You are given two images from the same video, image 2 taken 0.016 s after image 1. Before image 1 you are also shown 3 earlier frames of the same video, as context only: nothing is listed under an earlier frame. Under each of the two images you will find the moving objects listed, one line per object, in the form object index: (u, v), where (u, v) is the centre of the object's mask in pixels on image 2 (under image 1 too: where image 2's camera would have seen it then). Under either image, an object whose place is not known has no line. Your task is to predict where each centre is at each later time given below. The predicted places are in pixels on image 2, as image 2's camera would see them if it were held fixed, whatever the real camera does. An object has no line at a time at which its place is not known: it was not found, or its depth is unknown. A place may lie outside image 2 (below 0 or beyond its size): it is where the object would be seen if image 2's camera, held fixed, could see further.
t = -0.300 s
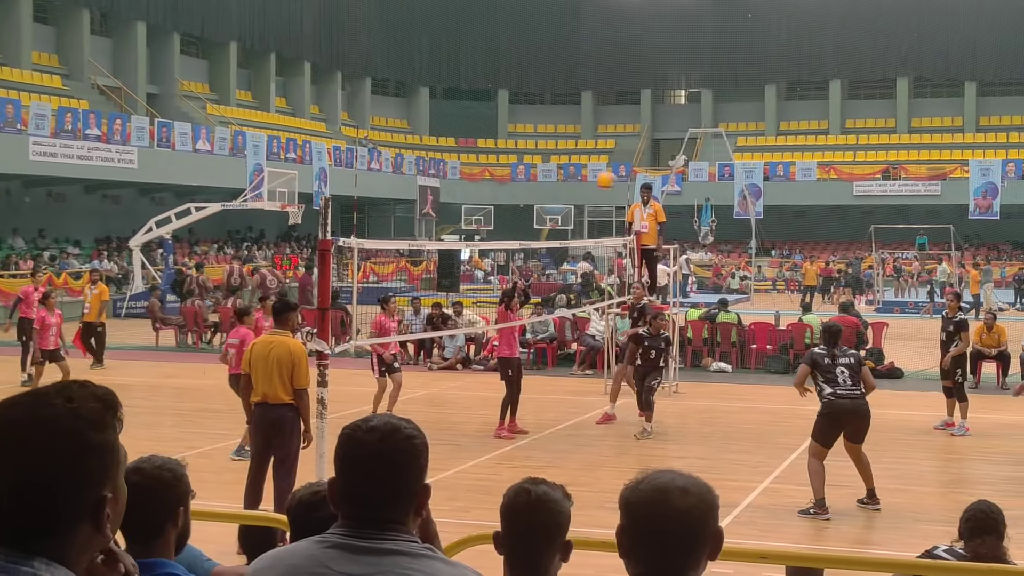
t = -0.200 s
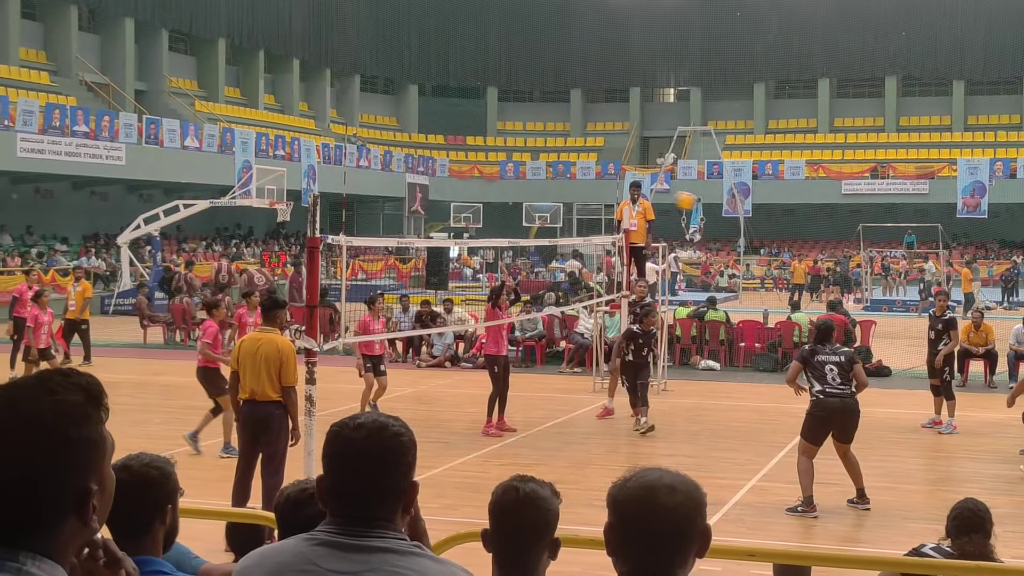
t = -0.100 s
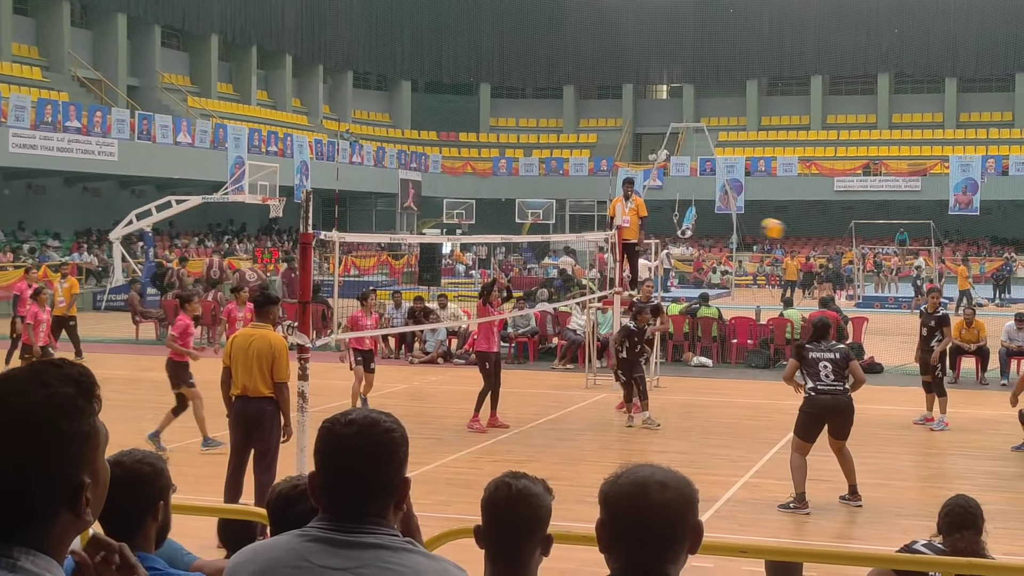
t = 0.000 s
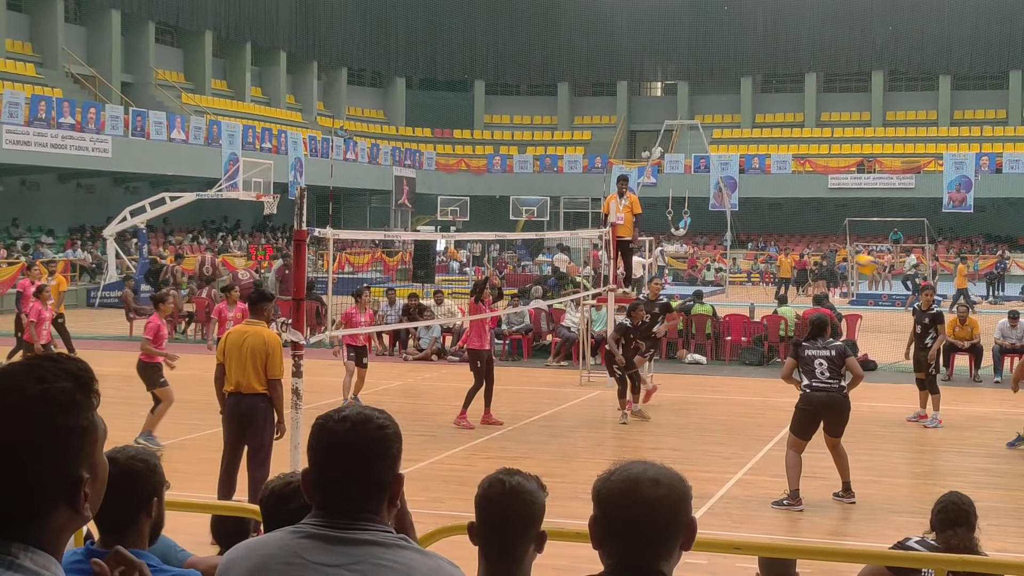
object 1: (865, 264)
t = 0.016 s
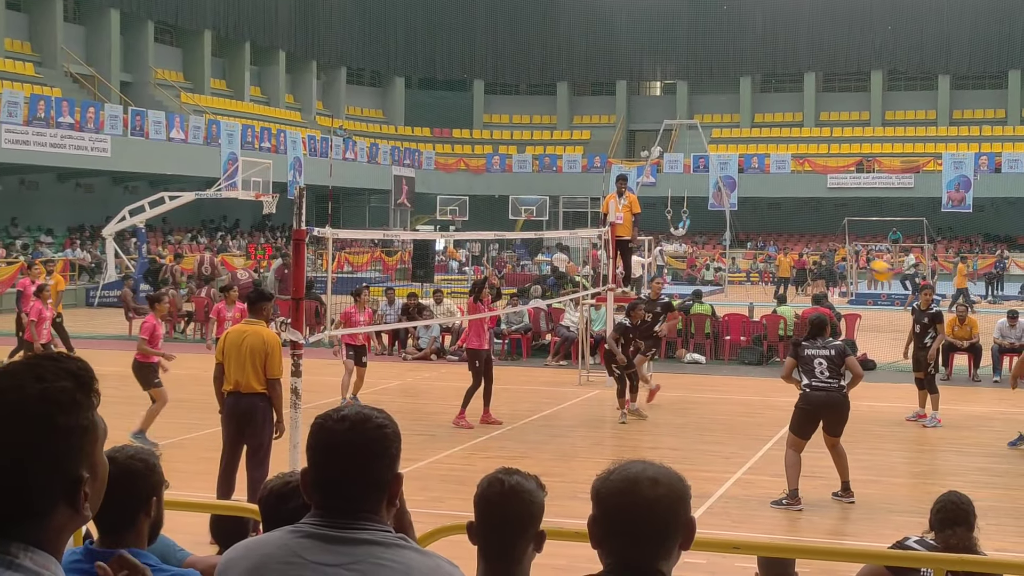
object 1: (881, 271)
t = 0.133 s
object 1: (1001, 329)
